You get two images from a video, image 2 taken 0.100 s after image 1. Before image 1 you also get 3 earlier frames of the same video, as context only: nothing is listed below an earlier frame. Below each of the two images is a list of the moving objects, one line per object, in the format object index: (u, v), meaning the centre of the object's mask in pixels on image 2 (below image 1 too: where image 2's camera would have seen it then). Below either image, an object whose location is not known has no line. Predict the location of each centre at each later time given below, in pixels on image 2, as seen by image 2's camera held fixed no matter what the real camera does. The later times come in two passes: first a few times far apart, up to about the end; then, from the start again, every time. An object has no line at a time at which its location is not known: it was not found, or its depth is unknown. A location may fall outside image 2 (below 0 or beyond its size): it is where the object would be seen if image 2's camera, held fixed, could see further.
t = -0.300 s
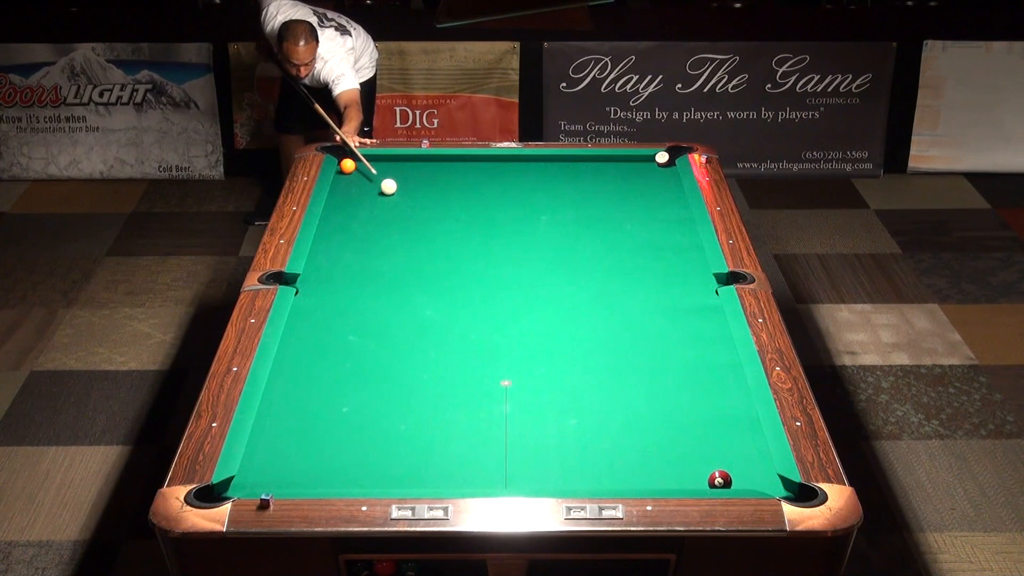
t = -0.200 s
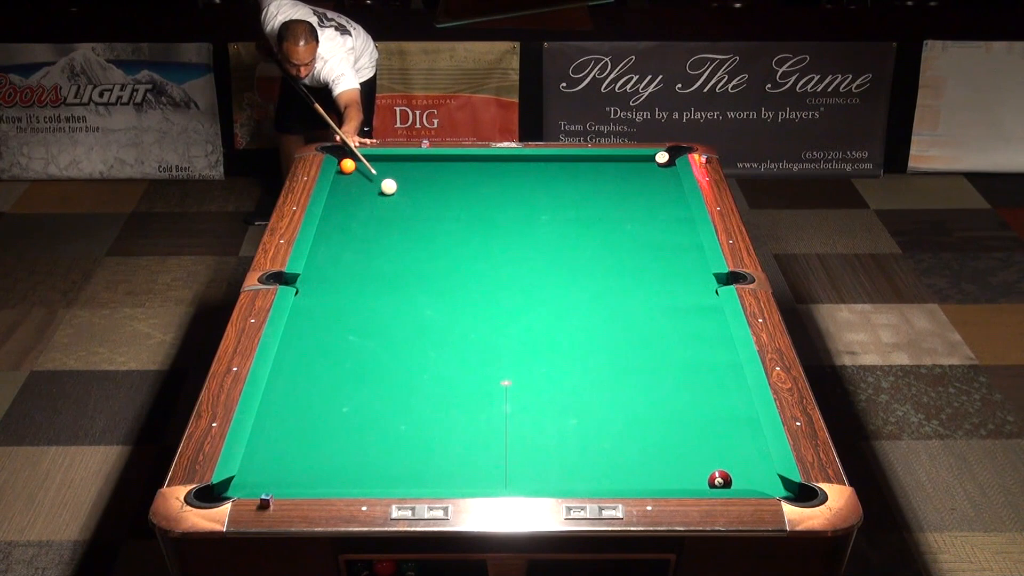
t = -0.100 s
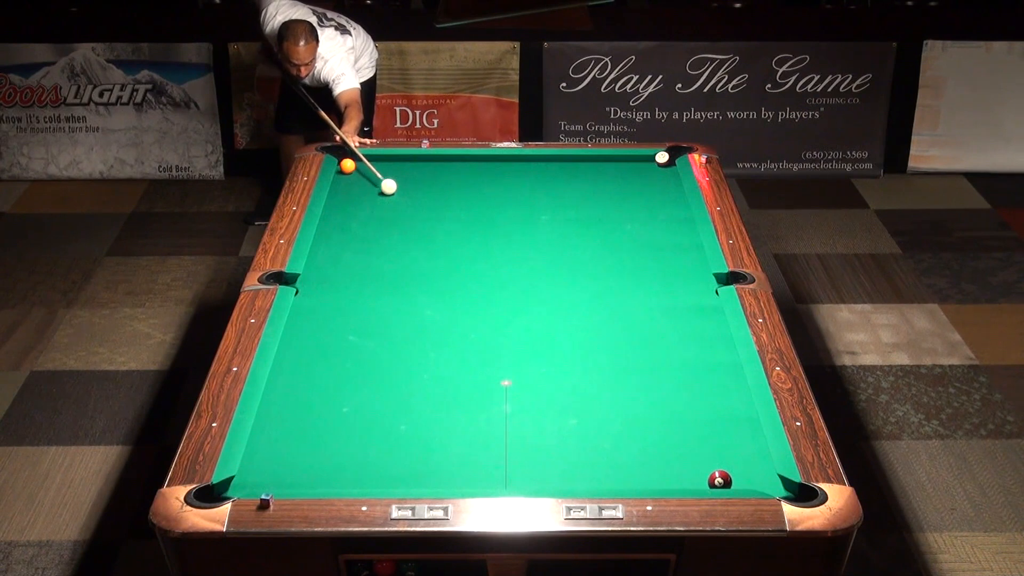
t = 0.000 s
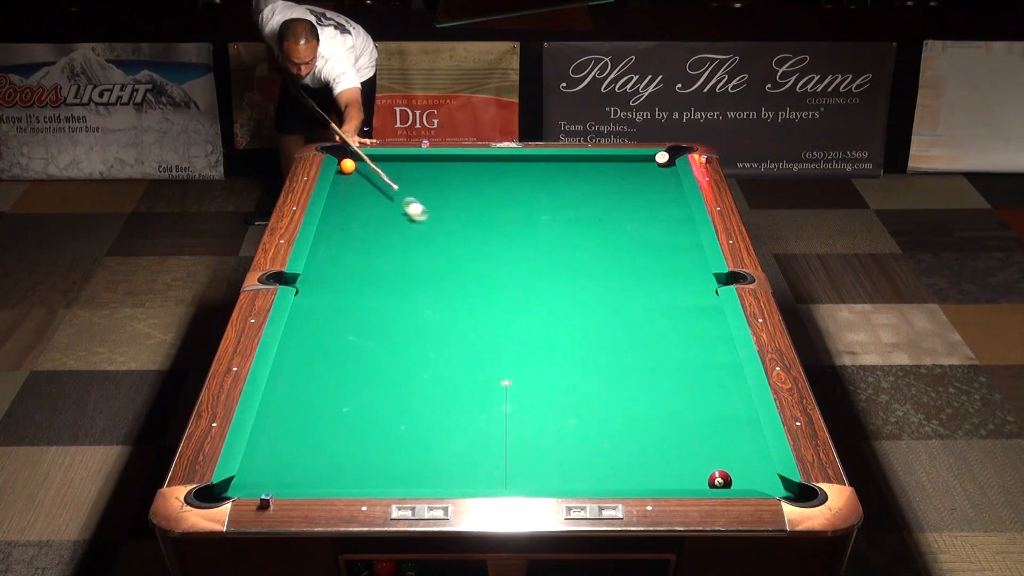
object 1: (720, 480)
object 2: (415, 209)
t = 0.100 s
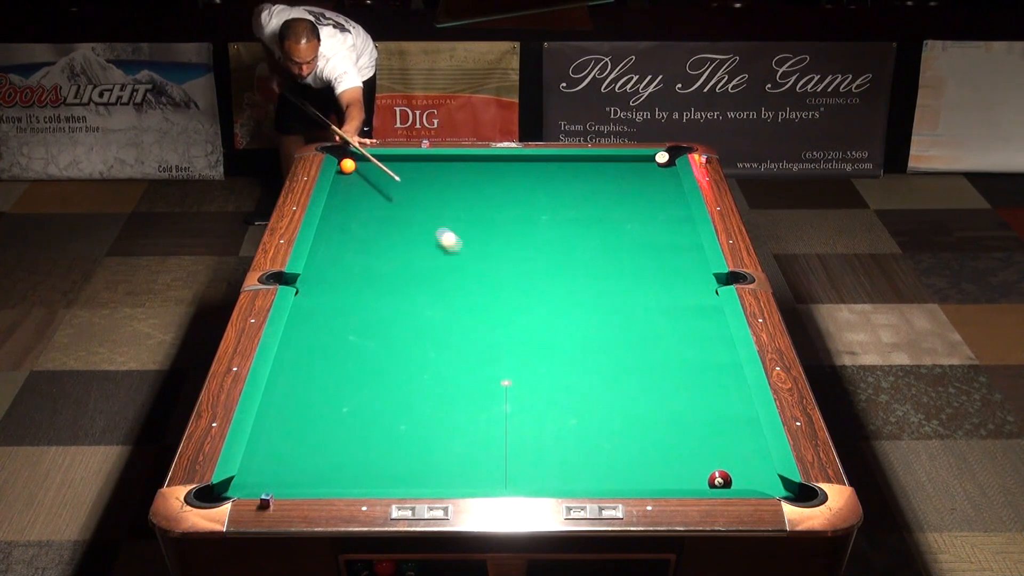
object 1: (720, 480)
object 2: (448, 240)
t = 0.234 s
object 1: (720, 480)
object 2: (495, 281)
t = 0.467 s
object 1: (720, 480)
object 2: (590, 367)
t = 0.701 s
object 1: (723, 480)
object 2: (703, 470)
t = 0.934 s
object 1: (744, 432)
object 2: (689, 480)
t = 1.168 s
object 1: (708, 393)
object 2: (686, 470)
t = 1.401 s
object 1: (675, 357)
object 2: (683, 460)
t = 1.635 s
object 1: (645, 326)
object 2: (680, 451)
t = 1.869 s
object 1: (619, 298)
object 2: (677, 443)
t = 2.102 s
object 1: (596, 273)
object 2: (674, 436)
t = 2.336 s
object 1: (574, 251)
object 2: (672, 430)
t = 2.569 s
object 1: (555, 231)
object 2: (669, 425)
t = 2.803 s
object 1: (537, 212)
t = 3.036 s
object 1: (520, 195)
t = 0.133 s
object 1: (720, 480)
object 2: (460, 250)
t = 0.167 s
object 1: (720, 480)
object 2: (473, 262)
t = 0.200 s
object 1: (720, 480)
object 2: (485, 273)
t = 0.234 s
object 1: (720, 480)
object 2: (495, 281)
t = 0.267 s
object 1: (720, 480)
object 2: (509, 294)
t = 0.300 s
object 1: (720, 480)
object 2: (521, 305)
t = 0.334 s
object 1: (720, 480)
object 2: (534, 316)
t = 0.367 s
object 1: (720, 480)
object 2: (547, 328)
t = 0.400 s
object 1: (720, 480)
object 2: (561, 341)
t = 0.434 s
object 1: (720, 480)
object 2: (575, 354)
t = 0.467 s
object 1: (720, 480)
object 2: (590, 367)
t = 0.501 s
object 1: (720, 480)
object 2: (605, 380)
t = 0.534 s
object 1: (720, 480)
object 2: (621, 394)
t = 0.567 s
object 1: (720, 480)
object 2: (637, 410)
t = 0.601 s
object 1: (720, 480)
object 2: (654, 425)
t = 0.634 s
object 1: (720, 480)
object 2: (672, 441)
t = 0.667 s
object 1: (720, 480)
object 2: (691, 458)
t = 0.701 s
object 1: (723, 480)
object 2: (703, 470)
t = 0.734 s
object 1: (735, 478)
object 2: (701, 473)
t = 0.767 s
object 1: (740, 471)
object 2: (697, 475)
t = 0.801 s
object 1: (746, 462)
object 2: (695, 477)
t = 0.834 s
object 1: (751, 453)
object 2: (693, 479)
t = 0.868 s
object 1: (754, 445)
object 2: (692, 481)
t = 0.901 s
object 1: (750, 439)
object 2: (691, 482)
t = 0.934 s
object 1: (744, 432)
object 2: (689, 480)
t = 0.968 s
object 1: (739, 426)
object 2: (688, 478)
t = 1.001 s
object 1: (733, 420)
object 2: (687, 477)
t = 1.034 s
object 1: (728, 415)
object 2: (687, 476)
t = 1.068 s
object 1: (723, 409)
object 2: (687, 475)
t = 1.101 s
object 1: (718, 404)
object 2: (686, 473)
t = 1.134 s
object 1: (713, 398)
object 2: (686, 472)
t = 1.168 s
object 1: (708, 393)
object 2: (686, 470)
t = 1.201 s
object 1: (703, 388)
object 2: (685, 469)
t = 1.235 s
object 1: (698, 382)
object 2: (685, 467)
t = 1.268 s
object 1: (693, 377)
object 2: (685, 466)
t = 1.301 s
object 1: (688, 372)
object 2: (684, 464)
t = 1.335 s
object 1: (684, 367)
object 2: (684, 463)
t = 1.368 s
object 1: (679, 362)
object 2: (684, 461)
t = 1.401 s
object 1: (675, 357)
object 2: (683, 460)
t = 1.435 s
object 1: (670, 353)
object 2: (683, 459)
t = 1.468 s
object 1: (666, 349)
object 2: (683, 457)
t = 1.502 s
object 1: (662, 344)
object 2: (682, 456)
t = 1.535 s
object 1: (658, 340)
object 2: (682, 455)
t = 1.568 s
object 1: (653, 335)
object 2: (681, 453)
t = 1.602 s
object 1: (649, 330)
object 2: (681, 452)
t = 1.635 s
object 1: (645, 326)
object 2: (680, 451)
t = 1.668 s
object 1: (641, 322)
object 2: (680, 450)
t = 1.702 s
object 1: (638, 318)
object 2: (680, 448)
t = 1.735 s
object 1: (634, 314)
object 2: (679, 447)
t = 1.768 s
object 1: (630, 310)
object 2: (679, 446)
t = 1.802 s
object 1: (626, 306)
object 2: (678, 445)
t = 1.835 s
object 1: (623, 303)
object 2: (678, 444)
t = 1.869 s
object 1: (619, 298)
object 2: (677, 443)
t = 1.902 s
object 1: (615, 295)
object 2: (677, 442)
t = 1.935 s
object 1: (612, 291)
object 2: (676, 441)
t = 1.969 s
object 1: (609, 287)
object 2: (676, 440)
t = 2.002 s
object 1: (605, 284)
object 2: (676, 439)
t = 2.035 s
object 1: (602, 280)
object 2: (675, 438)
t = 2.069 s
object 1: (599, 277)
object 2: (675, 437)
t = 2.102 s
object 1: (596, 273)
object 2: (674, 436)
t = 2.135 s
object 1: (592, 270)
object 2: (674, 435)
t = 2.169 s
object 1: (589, 267)
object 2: (674, 434)
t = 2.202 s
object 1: (586, 263)
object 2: (673, 433)
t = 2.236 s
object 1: (583, 260)
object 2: (673, 433)
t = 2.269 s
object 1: (580, 257)
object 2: (672, 432)
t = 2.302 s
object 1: (577, 254)
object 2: (672, 431)
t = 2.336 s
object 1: (574, 251)
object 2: (672, 430)
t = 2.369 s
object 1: (571, 248)
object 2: (671, 429)
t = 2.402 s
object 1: (568, 245)
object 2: (671, 429)
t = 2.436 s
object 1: (566, 242)
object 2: (670, 428)
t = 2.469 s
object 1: (563, 239)
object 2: (670, 427)
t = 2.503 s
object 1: (560, 236)
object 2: (670, 427)
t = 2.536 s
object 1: (558, 233)
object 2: (669, 426)
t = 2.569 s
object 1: (555, 231)
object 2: (669, 425)
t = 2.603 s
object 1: (552, 227)
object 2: (669, 425)
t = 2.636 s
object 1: (549, 224)
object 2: (668, 424)
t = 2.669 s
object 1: (547, 222)
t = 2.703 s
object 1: (544, 219)
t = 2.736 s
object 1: (542, 217)
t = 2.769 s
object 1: (539, 214)
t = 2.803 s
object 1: (537, 212)
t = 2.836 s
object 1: (535, 209)
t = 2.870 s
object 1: (532, 207)
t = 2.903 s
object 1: (529, 204)
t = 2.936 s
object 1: (527, 202)
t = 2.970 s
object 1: (525, 199)
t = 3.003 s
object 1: (523, 197)
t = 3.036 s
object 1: (520, 195)
